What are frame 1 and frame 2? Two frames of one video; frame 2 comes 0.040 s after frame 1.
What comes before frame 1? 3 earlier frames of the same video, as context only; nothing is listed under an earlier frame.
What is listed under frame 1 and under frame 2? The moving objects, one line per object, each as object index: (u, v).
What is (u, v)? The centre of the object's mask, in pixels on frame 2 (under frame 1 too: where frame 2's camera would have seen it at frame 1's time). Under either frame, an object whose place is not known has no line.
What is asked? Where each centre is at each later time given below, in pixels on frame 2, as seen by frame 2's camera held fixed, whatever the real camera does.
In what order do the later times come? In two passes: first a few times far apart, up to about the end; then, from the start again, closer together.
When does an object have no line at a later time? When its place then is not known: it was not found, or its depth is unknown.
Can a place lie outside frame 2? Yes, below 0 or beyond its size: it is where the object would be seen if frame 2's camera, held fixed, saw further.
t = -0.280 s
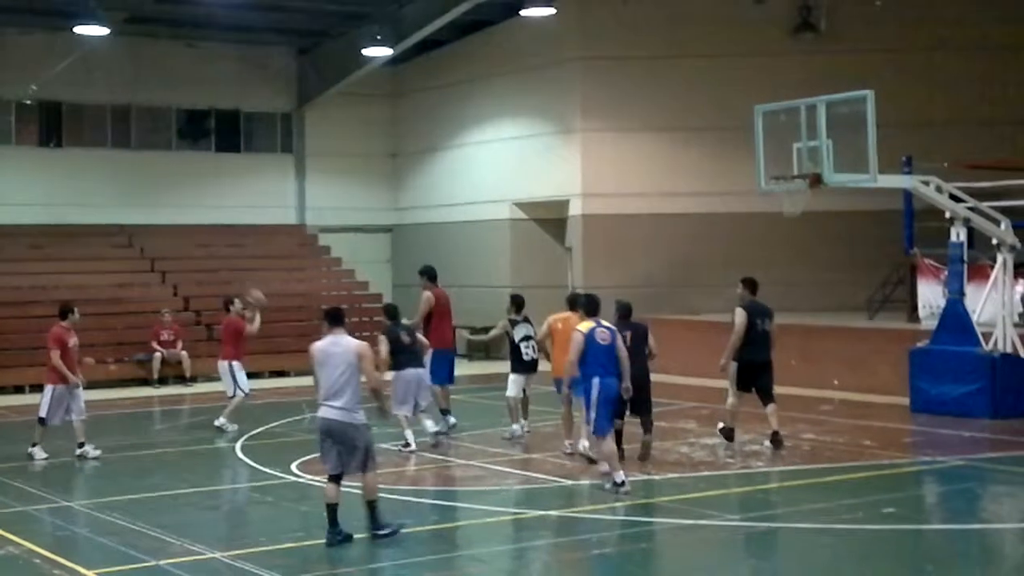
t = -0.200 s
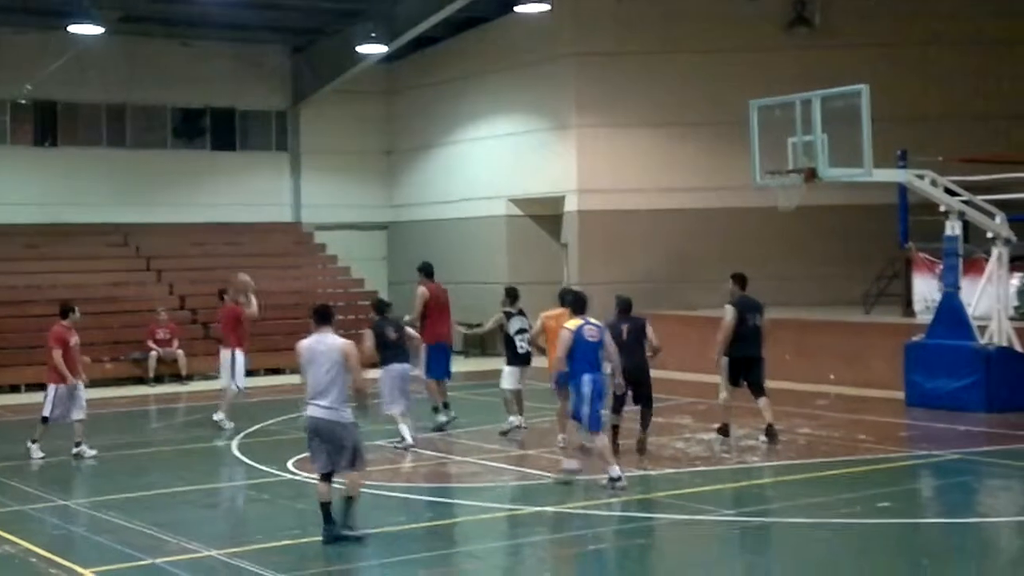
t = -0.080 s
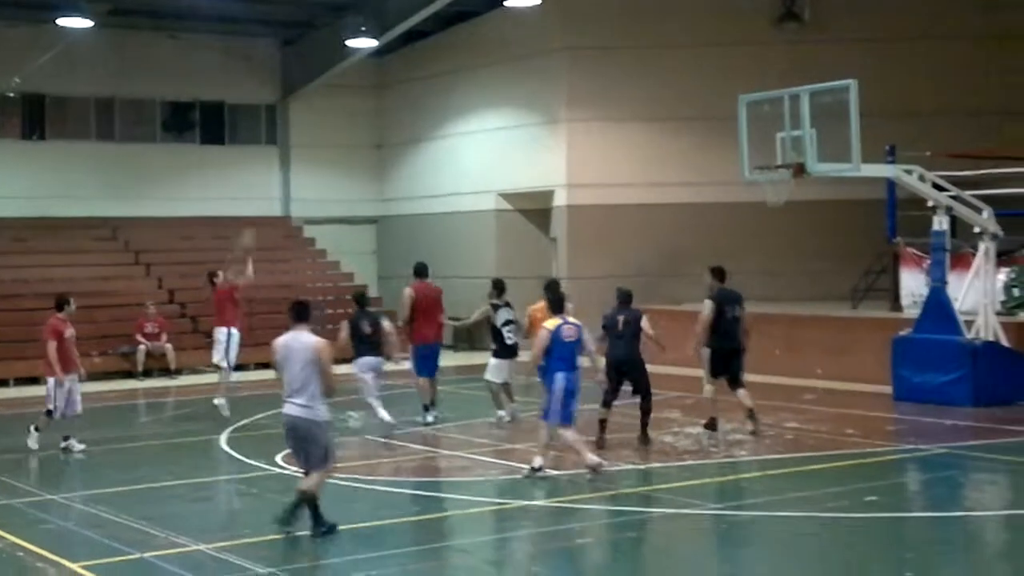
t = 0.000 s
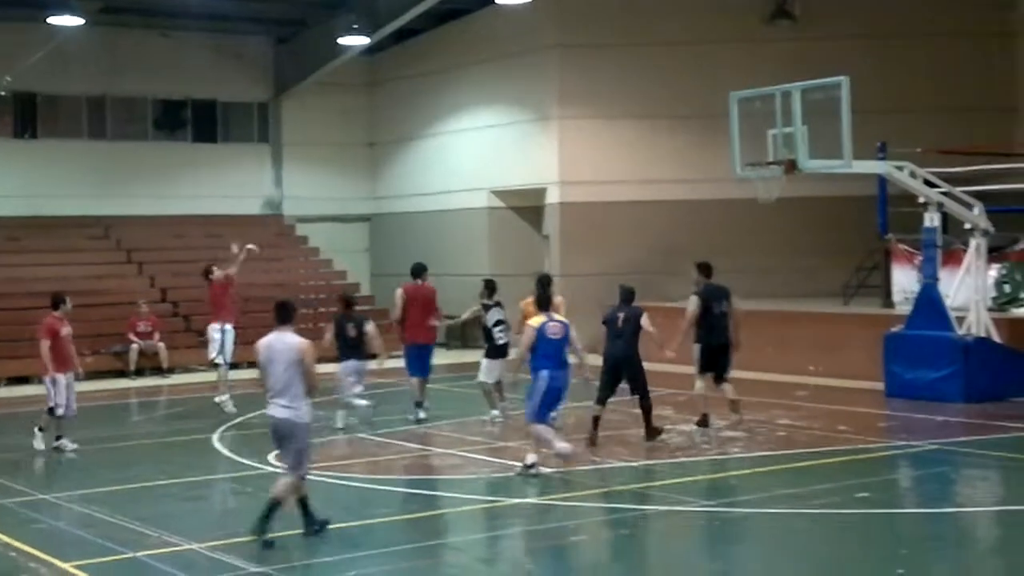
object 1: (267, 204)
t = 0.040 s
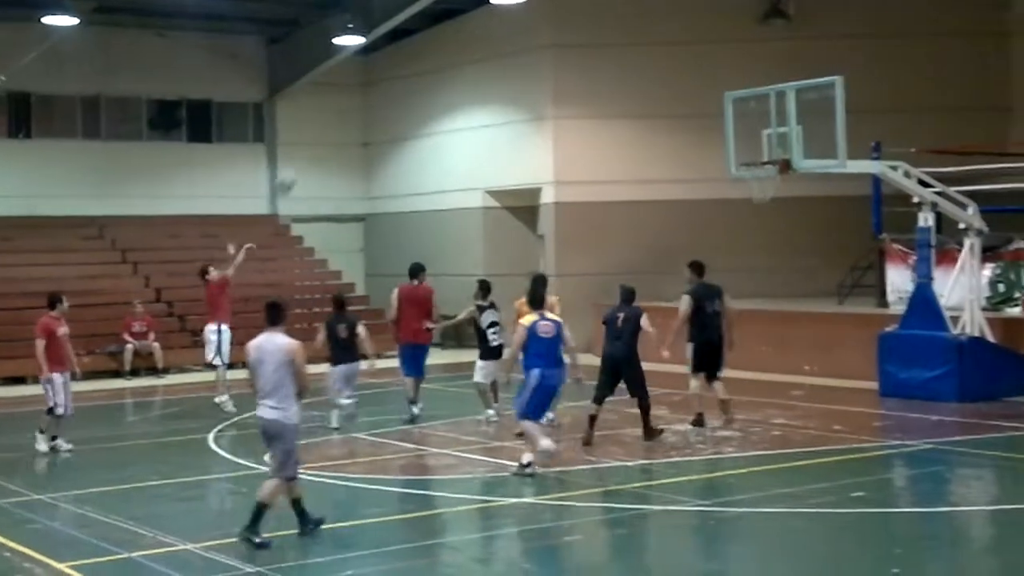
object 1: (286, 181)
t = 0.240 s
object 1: (372, 107)
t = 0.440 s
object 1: (459, 65)
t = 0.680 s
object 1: (566, 55)
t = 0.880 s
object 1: (661, 83)
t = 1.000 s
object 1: (713, 116)
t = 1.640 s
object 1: (734, 218)
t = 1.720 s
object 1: (734, 241)
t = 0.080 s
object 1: (301, 166)
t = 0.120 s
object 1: (319, 146)
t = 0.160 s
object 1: (337, 133)
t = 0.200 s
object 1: (353, 120)
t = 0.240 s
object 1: (372, 107)
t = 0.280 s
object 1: (391, 95)
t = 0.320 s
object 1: (408, 86)
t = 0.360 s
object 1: (424, 78)
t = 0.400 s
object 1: (441, 71)
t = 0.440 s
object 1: (459, 65)
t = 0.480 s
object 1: (476, 61)
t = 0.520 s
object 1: (494, 58)
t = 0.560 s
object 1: (512, 56)
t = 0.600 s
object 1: (530, 55)
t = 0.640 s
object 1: (546, 55)
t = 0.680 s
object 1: (566, 55)
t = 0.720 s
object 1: (582, 60)
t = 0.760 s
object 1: (603, 64)
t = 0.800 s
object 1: (624, 70)
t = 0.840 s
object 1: (642, 77)
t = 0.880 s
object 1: (661, 83)
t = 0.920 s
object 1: (677, 93)
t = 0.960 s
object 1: (694, 102)
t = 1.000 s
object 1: (713, 116)
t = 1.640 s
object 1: (734, 218)
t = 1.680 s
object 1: (733, 230)
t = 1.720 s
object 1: (734, 241)
